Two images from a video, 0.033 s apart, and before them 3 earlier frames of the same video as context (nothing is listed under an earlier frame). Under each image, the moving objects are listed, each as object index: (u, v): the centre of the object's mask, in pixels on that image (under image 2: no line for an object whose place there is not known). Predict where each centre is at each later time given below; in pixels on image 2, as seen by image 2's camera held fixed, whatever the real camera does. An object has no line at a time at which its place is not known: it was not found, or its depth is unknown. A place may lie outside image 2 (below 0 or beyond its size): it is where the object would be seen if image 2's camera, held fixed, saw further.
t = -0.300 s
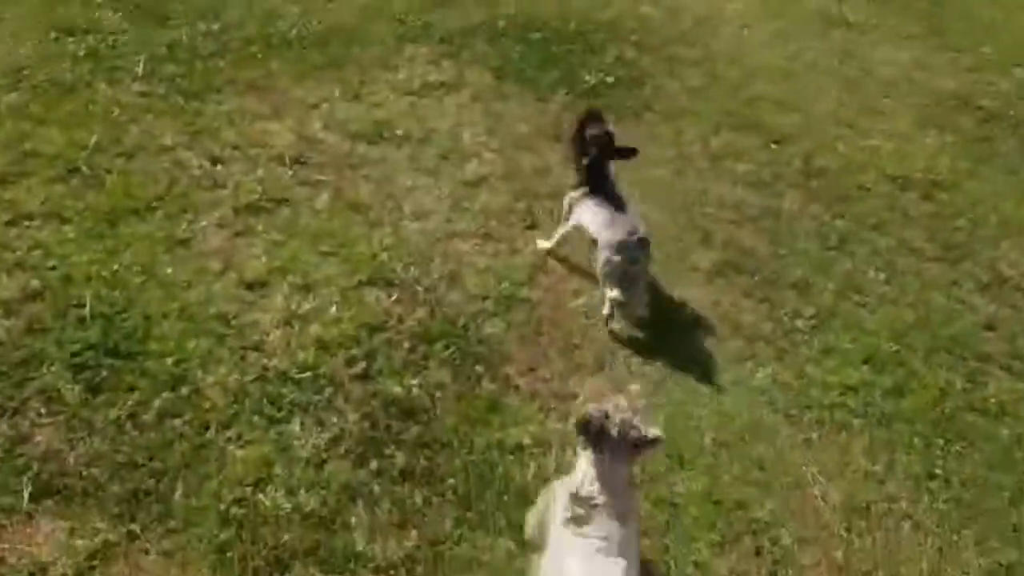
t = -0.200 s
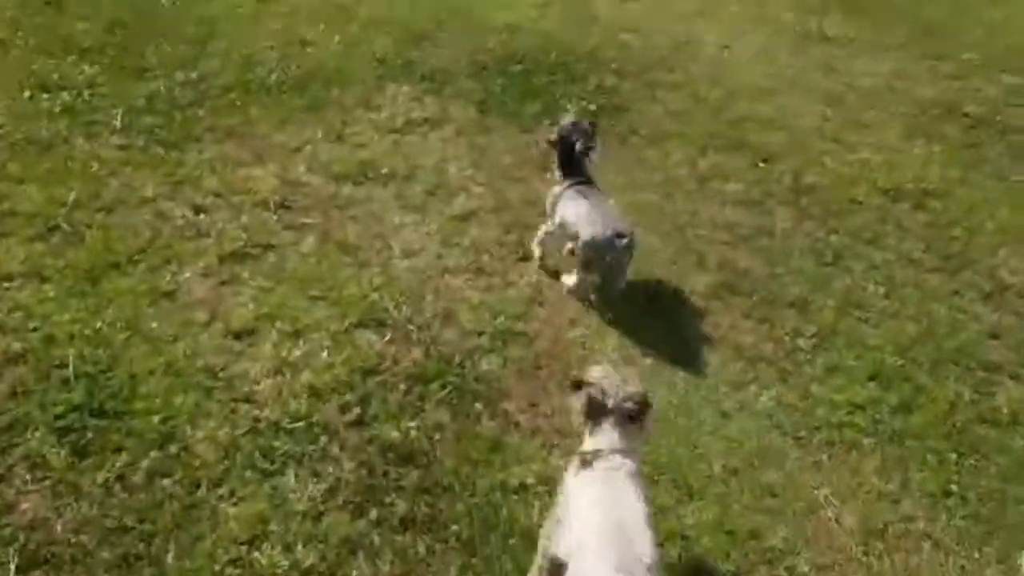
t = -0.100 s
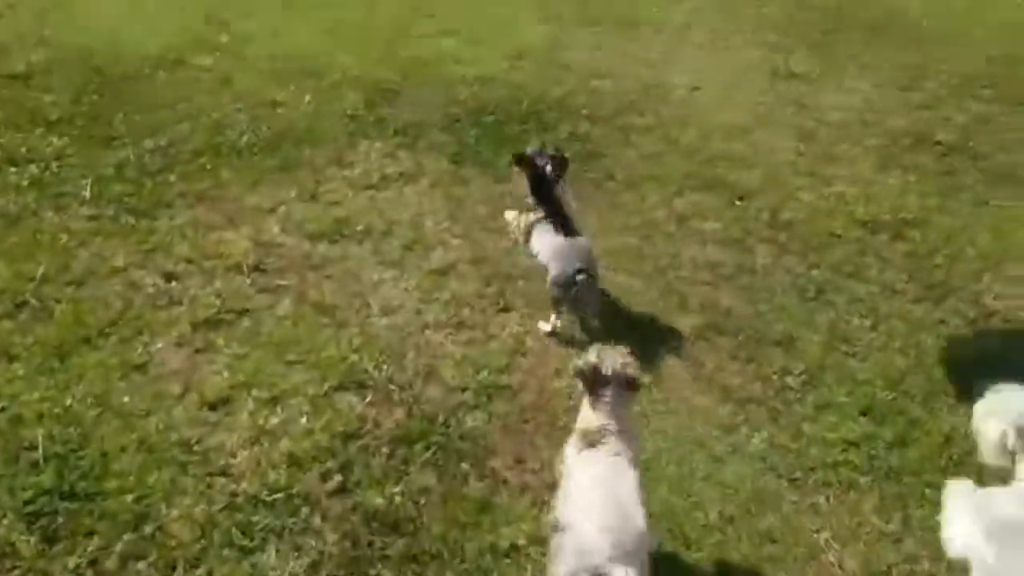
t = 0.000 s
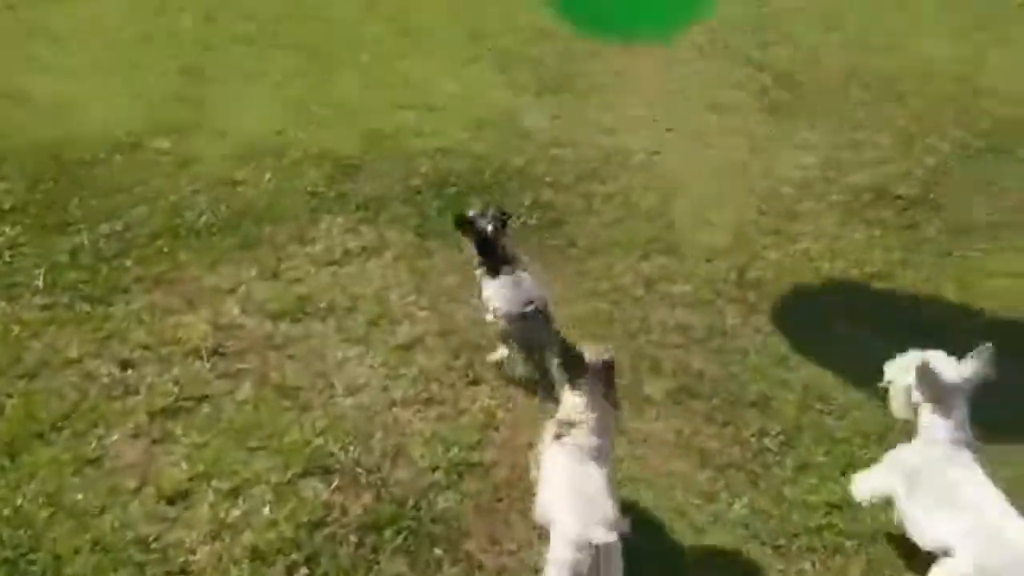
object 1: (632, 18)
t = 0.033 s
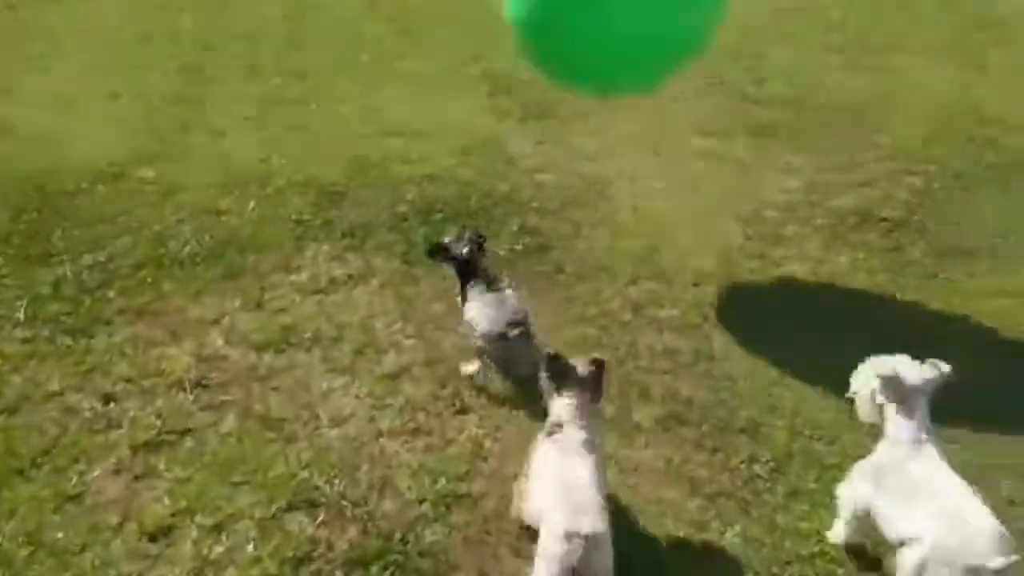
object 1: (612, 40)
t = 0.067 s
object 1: (609, 40)
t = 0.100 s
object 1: (606, 48)
